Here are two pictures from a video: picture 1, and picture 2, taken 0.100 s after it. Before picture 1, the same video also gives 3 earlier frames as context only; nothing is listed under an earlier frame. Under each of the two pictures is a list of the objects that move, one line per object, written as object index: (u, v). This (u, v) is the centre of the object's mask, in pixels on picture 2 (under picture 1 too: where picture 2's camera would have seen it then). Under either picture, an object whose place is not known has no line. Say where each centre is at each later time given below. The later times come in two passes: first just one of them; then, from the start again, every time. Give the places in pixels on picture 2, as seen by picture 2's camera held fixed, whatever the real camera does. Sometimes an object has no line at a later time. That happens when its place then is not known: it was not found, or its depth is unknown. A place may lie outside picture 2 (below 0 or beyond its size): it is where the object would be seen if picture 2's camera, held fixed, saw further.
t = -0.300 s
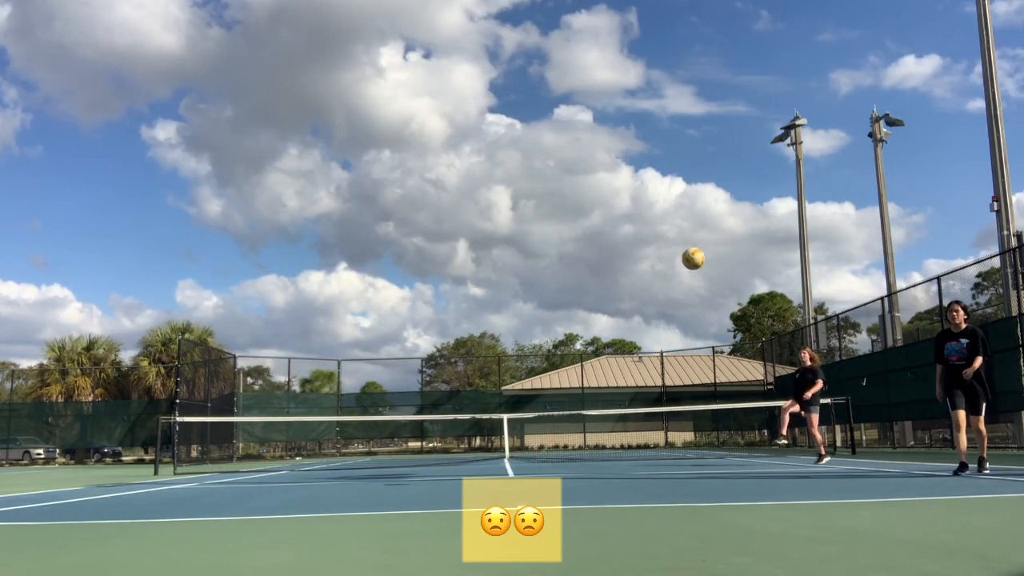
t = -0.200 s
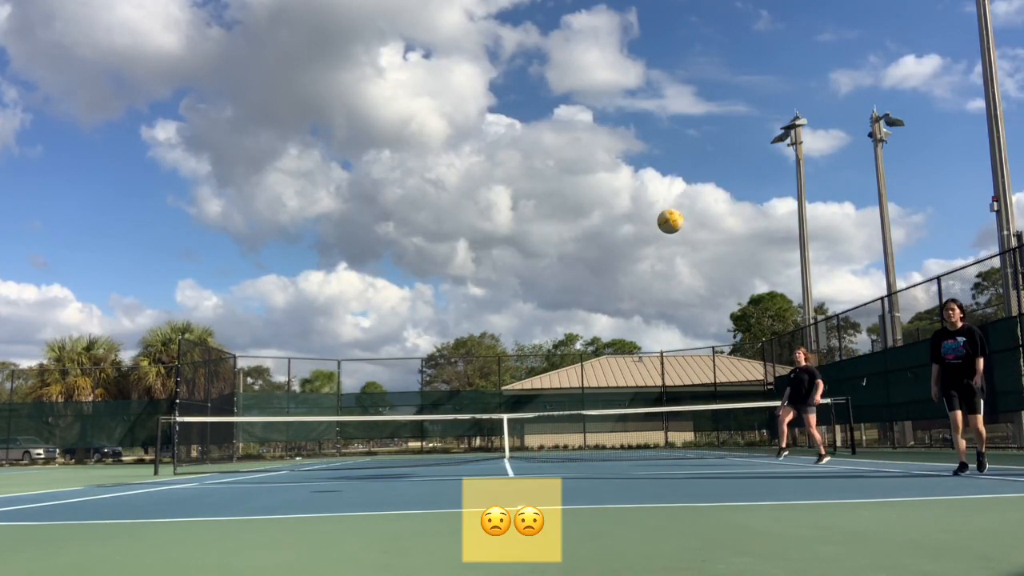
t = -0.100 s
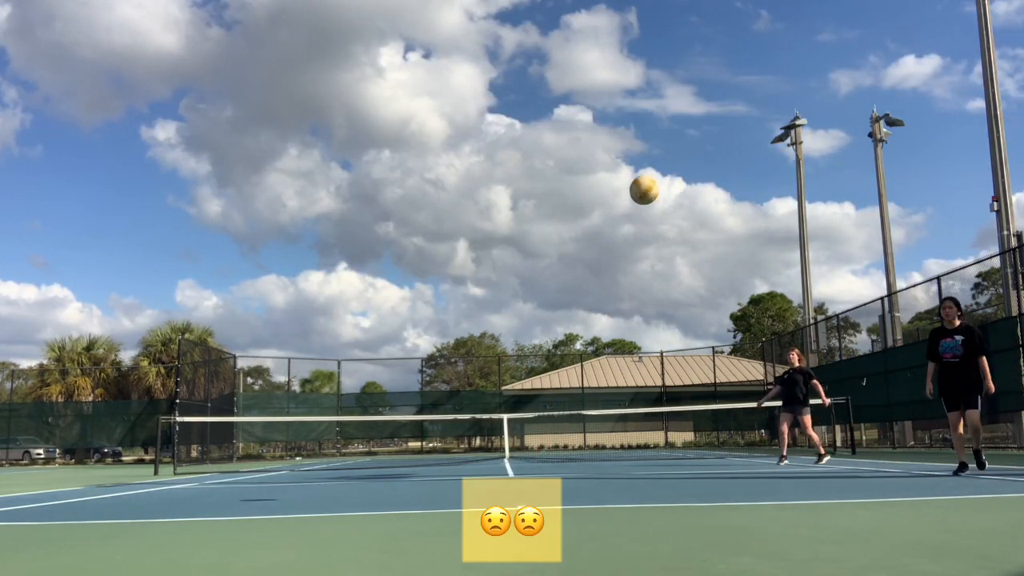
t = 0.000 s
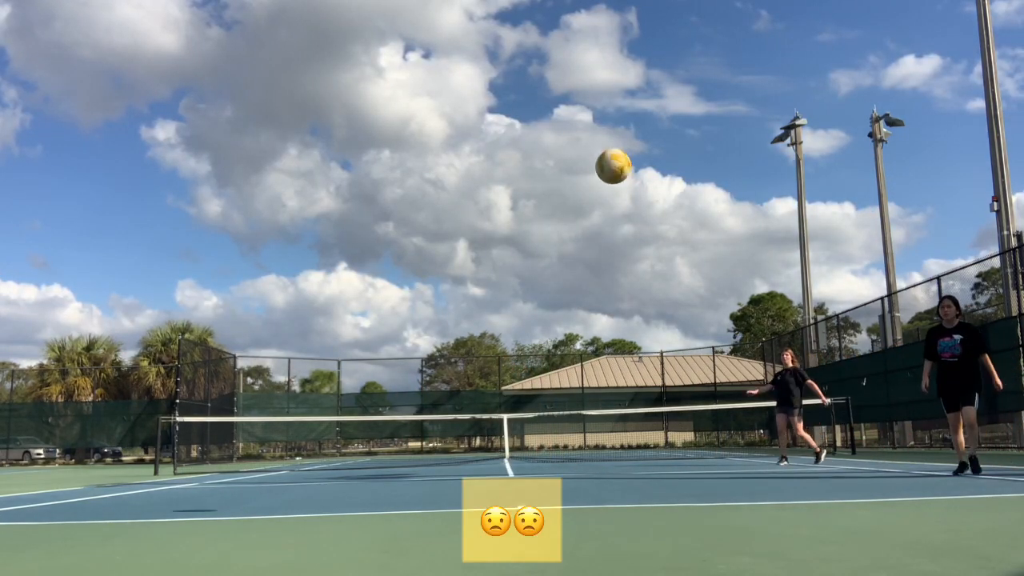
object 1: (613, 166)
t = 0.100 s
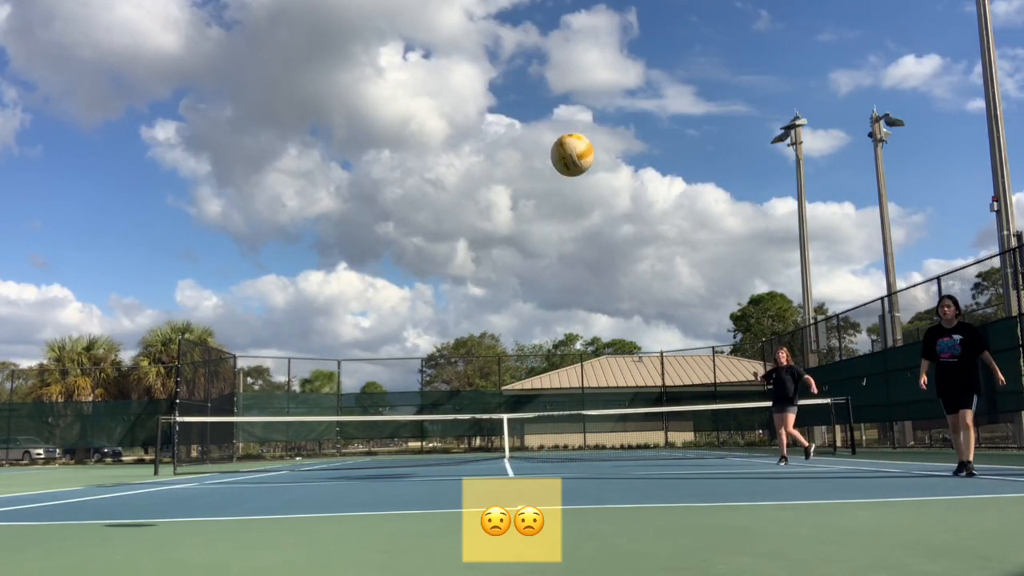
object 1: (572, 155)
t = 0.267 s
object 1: (451, 200)
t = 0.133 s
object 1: (555, 156)
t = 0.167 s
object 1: (534, 159)
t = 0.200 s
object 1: (511, 166)
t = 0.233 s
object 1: (485, 180)
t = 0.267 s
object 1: (451, 200)
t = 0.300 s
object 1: (409, 228)
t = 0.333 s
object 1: (356, 271)
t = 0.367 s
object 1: (286, 337)
